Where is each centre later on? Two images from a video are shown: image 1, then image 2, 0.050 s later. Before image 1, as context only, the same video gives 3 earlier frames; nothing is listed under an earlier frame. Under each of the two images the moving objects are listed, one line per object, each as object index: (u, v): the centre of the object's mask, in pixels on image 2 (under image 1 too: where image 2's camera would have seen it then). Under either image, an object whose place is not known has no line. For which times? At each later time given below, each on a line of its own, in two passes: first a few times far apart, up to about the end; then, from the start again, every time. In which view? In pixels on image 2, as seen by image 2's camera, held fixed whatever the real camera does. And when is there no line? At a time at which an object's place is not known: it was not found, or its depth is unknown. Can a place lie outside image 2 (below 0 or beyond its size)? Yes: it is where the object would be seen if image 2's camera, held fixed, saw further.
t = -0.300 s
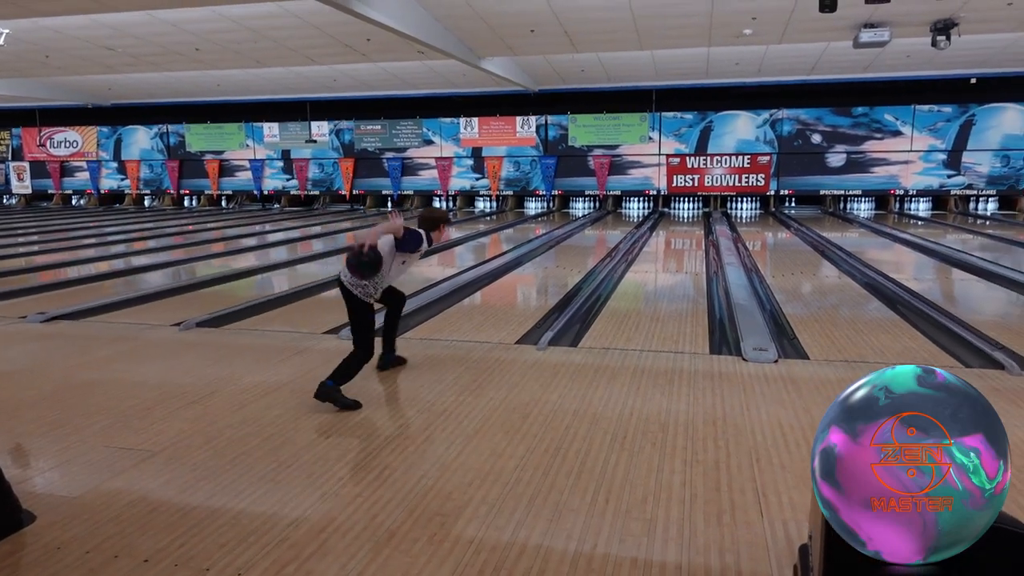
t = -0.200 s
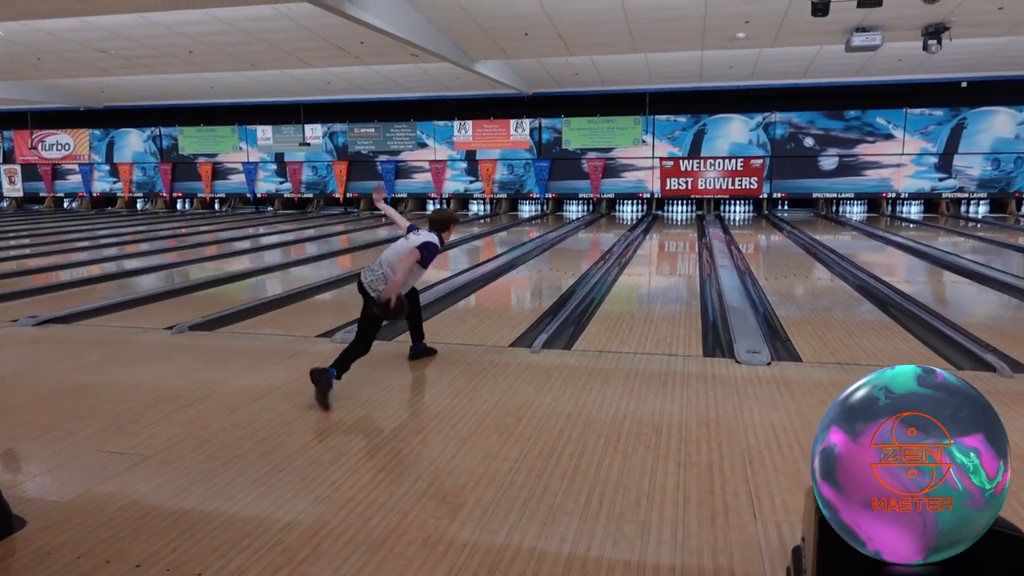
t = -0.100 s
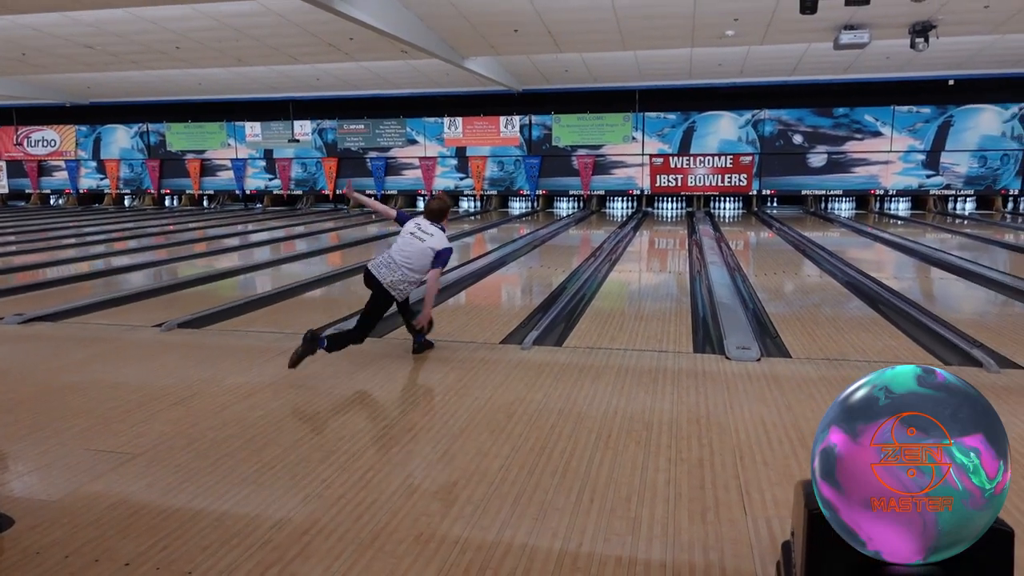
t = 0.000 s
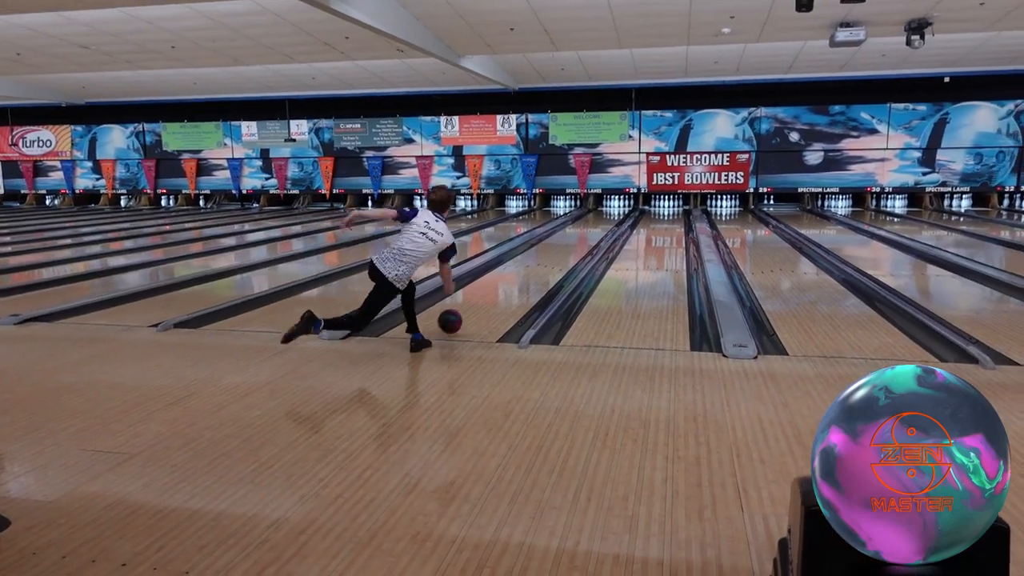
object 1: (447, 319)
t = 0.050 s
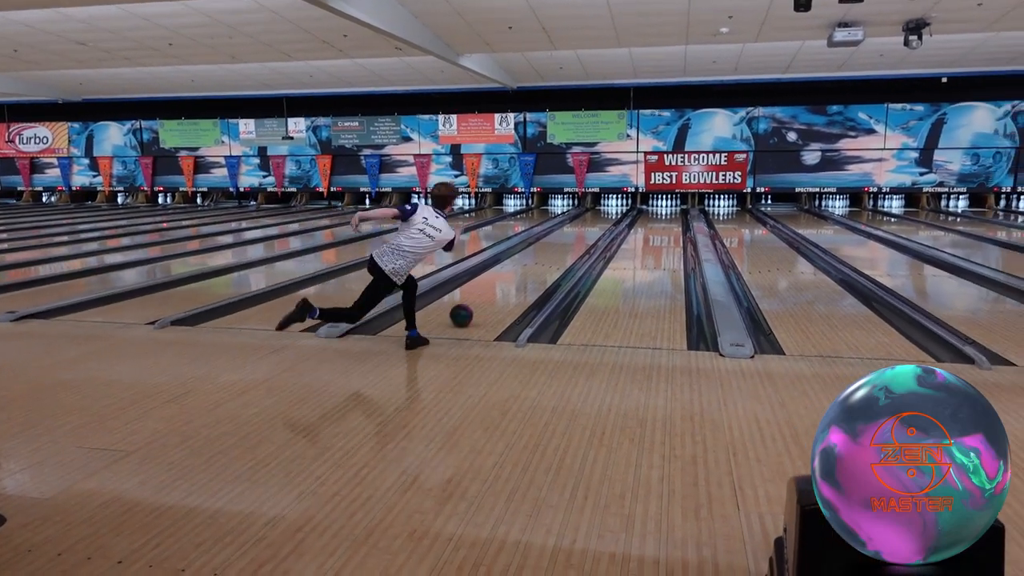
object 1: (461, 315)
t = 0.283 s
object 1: (509, 283)
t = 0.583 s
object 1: (547, 257)
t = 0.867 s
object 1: (570, 241)
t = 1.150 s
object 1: (586, 229)
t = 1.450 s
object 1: (598, 221)
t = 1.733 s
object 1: (607, 214)
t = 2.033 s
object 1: (611, 209)
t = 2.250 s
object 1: (613, 206)
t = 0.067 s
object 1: (465, 312)
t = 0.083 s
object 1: (470, 309)
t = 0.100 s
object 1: (474, 307)
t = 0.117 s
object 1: (477, 305)
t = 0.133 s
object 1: (481, 302)
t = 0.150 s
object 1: (485, 300)
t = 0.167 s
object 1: (488, 297)
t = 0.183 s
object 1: (491, 295)
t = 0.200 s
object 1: (494, 293)
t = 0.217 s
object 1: (498, 291)
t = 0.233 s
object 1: (501, 289)
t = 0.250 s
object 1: (504, 287)
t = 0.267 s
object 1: (506, 285)
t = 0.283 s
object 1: (509, 283)
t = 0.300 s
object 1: (512, 281)
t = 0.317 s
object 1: (515, 279)
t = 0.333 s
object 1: (517, 278)
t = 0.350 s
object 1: (519, 276)
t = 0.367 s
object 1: (522, 274)
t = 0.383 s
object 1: (524, 273)
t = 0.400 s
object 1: (526, 272)
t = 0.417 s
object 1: (528, 270)
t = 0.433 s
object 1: (531, 268)
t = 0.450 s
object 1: (533, 267)
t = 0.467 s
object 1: (535, 266)
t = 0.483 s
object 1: (536, 264)
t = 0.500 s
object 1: (538, 263)
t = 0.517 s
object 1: (540, 262)
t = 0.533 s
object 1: (542, 260)
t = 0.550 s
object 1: (544, 259)
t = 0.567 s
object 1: (545, 258)
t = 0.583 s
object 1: (547, 257)
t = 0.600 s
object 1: (549, 256)
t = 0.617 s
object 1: (551, 255)
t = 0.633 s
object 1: (552, 254)
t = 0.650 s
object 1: (553, 253)
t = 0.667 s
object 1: (555, 252)
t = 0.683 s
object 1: (556, 251)
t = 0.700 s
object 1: (558, 250)
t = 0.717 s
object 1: (559, 249)
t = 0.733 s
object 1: (560, 248)
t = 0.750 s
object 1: (561, 247)
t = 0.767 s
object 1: (563, 246)
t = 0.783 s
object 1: (564, 245)
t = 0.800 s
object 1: (565, 244)
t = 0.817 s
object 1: (566, 244)
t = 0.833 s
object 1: (567, 243)
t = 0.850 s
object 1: (569, 242)
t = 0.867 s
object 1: (570, 241)
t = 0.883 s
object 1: (571, 240)
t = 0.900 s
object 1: (572, 240)
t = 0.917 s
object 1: (573, 239)
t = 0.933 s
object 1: (574, 238)
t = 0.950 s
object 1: (575, 237)
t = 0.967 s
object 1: (576, 236)
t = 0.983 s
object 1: (577, 236)
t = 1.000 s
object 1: (578, 235)
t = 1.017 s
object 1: (579, 234)
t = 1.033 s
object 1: (580, 234)
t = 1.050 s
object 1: (581, 233)
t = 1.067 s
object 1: (581, 232)
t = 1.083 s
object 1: (582, 232)
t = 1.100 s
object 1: (583, 231)
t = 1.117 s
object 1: (584, 230)
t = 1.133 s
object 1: (585, 230)
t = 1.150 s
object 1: (586, 229)
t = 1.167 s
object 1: (587, 229)
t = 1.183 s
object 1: (588, 228)
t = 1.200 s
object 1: (588, 228)
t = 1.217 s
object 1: (589, 227)
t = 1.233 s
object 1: (589, 227)
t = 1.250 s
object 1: (590, 226)
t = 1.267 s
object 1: (591, 225)
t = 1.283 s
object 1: (592, 225)
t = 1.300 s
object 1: (592, 225)
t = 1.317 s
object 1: (593, 224)
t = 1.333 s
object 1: (593, 223)
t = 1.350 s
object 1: (594, 223)
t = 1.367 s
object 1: (595, 222)
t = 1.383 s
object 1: (595, 222)
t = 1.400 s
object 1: (596, 222)
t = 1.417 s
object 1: (596, 221)
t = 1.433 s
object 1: (597, 221)
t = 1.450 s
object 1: (598, 221)
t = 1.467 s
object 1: (598, 220)
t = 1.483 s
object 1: (599, 220)
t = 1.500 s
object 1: (600, 219)
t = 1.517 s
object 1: (600, 219)
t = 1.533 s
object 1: (601, 218)
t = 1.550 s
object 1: (601, 218)
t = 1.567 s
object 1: (602, 218)
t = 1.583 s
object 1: (602, 217)
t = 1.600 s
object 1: (603, 217)
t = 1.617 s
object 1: (604, 216)
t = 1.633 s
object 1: (604, 216)
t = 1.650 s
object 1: (604, 216)
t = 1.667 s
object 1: (604, 215)
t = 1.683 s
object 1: (605, 215)
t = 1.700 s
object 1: (605, 214)
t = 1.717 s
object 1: (606, 214)
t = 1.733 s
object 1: (607, 214)
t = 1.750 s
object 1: (607, 214)
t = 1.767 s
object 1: (607, 214)
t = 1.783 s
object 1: (607, 213)
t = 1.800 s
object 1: (608, 213)
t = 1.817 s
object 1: (608, 213)
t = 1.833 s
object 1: (608, 212)
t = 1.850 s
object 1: (608, 212)
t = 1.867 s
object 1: (609, 212)
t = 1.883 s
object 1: (609, 212)
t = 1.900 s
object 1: (609, 211)
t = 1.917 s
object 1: (610, 211)
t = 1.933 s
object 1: (610, 210)
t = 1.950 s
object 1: (610, 210)
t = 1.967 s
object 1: (610, 210)
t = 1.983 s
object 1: (611, 210)
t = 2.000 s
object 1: (611, 210)
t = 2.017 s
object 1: (611, 209)
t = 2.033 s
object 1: (611, 209)
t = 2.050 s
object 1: (612, 209)
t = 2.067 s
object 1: (612, 209)
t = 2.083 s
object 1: (612, 208)
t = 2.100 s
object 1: (612, 208)
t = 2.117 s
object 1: (613, 208)
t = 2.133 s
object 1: (612, 207)
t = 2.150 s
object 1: (613, 207)
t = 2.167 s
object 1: (613, 207)
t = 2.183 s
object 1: (613, 207)
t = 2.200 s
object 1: (613, 206)
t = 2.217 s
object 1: (613, 206)
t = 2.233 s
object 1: (613, 206)
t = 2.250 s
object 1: (613, 206)
